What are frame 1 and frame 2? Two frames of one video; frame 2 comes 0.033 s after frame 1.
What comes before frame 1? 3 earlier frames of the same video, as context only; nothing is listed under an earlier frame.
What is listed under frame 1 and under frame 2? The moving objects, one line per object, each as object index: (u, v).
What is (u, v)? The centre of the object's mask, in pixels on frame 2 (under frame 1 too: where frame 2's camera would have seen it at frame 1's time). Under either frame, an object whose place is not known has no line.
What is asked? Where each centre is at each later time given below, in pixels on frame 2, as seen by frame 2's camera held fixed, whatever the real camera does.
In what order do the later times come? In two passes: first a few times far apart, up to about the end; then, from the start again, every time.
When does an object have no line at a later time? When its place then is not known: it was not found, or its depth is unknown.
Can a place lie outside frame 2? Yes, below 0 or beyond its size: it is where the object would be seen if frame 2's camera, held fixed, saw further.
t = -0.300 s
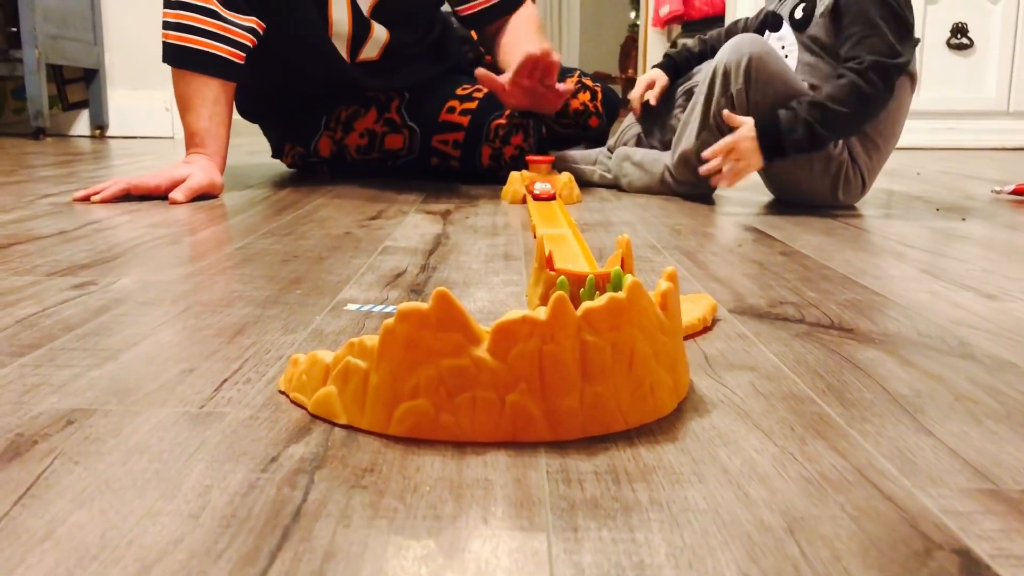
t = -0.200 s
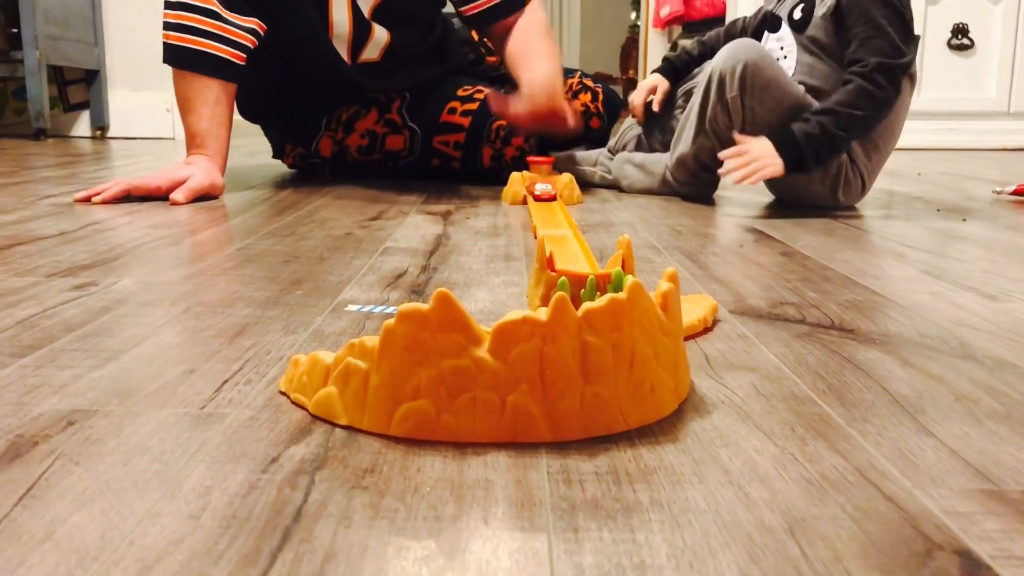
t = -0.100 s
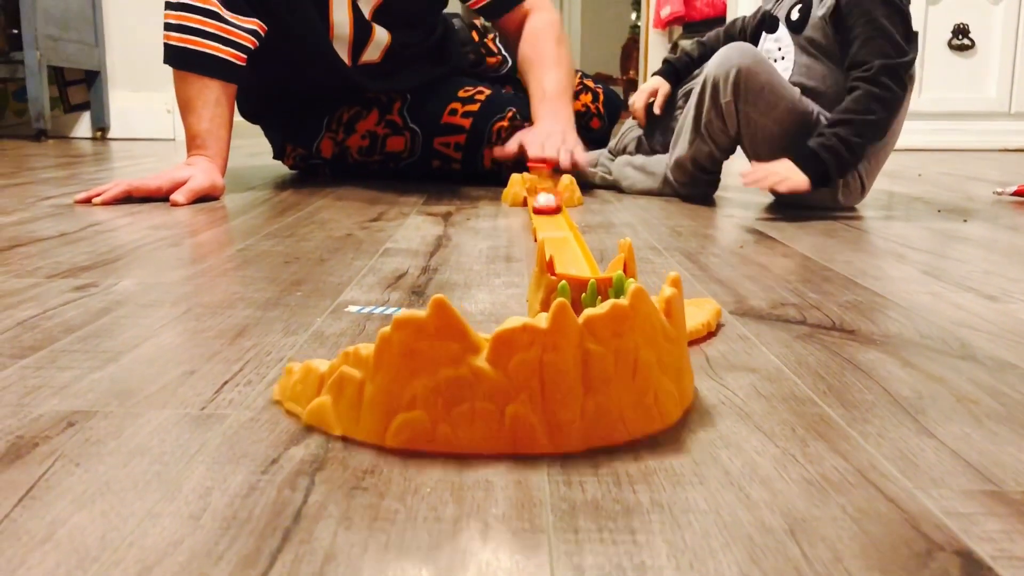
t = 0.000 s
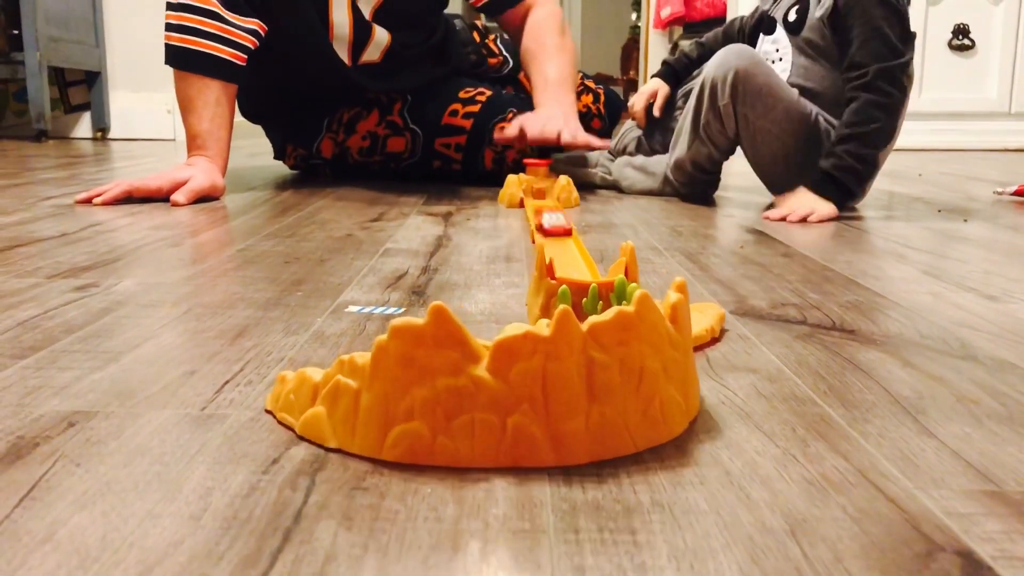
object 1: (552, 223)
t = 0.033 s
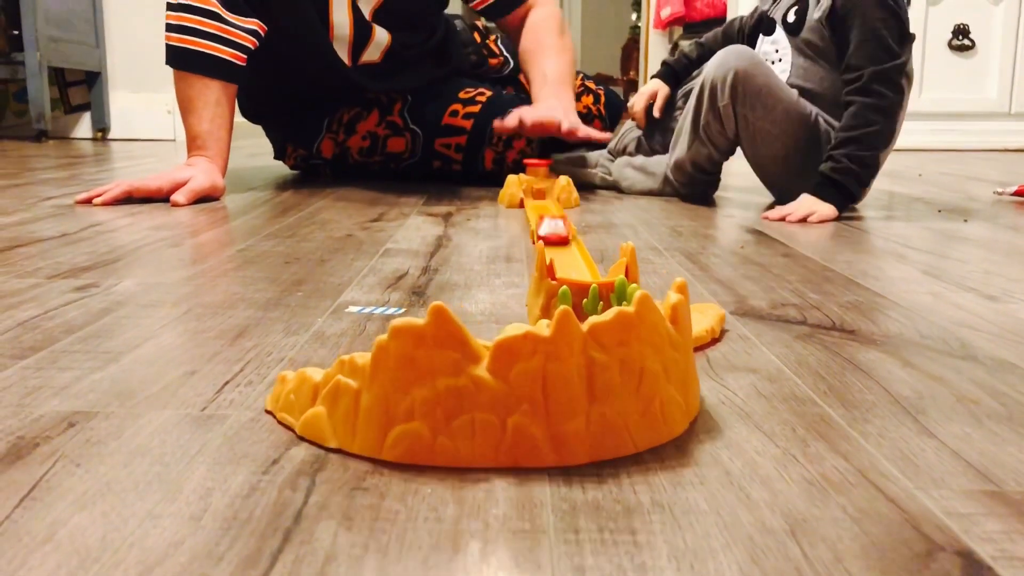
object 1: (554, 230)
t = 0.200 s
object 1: (577, 269)
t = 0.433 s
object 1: (570, 304)
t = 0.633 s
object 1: (296, 347)
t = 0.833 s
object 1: (194, 322)
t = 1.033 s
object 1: (171, 296)
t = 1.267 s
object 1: (170, 290)
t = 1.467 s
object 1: (168, 290)
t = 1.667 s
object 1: (169, 290)
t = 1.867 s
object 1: (169, 290)
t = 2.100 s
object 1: (168, 290)
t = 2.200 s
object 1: (169, 290)
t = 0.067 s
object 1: (556, 238)
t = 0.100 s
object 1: (560, 247)
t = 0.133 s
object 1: (564, 257)
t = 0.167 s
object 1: (568, 262)
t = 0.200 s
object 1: (577, 269)
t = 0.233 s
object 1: (586, 266)
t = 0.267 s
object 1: (595, 278)
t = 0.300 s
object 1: (606, 266)
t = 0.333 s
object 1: (607, 266)
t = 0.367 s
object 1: (613, 274)
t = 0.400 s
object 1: (596, 297)
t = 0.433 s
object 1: (570, 304)
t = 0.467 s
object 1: (528, 313)
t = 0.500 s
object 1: (511, 311)
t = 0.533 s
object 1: (428, 317)
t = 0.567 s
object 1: (346, 341)
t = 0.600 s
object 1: (322, 343)
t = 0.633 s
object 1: (296, 347)
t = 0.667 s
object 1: (273, 346)
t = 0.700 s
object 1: (253, 342)
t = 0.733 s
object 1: (234, 339)
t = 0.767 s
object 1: (218, 332)
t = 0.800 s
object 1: (205, 326)
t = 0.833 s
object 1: (194, 322)
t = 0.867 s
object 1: (187, 319)
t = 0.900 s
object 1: (179, 308)
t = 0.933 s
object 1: (177, 306)
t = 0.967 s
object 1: (175, 304)
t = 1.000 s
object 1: (173, 302)
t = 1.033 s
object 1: (171, 296)
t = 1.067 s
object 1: (170, 296)
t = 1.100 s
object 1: (169, 294)
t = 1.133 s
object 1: (169, 292)
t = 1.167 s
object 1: (170, 291)
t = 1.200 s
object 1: (169, 290)
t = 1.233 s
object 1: (170, 290)
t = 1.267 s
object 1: (170, 290)
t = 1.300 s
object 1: (169, 290)
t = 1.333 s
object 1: (169, 290)
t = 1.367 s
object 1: (169, 290)
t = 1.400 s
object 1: (169, 290)
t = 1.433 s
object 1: (169, 290)
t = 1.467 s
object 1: (168, 290)
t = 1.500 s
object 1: (169, 290)
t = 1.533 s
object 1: (168, 290)
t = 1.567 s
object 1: (168, 290)
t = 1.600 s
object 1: (168, 290)
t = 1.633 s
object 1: (168, 290)
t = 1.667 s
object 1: (169, 290)
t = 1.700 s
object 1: (169, 290)
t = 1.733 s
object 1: (168, 290)
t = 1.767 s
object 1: (168, 290)
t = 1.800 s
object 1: (169, 290)
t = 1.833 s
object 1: (168, 290)
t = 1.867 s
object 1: (169, 290)
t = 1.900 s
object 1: (168, 290)
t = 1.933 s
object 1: (168, 290)
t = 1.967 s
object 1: (168, 290)
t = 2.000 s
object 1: (169, 290)
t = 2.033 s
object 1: (169, 290)
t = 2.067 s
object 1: (169, 290)
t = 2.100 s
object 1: (168, 290)
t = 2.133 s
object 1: (169, 290)
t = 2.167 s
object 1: (169, 290)
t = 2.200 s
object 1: (169, 290)
